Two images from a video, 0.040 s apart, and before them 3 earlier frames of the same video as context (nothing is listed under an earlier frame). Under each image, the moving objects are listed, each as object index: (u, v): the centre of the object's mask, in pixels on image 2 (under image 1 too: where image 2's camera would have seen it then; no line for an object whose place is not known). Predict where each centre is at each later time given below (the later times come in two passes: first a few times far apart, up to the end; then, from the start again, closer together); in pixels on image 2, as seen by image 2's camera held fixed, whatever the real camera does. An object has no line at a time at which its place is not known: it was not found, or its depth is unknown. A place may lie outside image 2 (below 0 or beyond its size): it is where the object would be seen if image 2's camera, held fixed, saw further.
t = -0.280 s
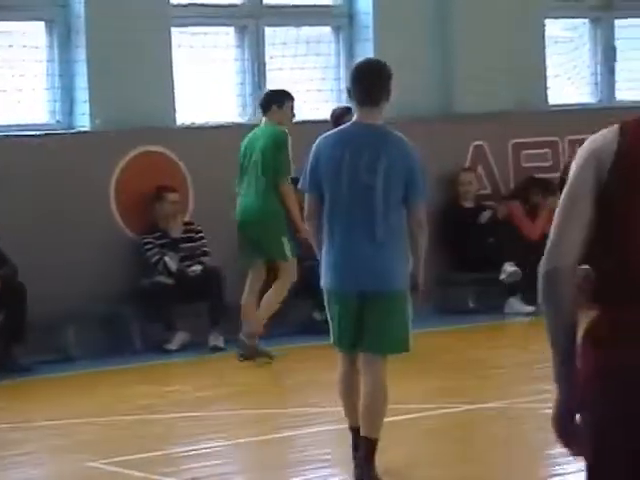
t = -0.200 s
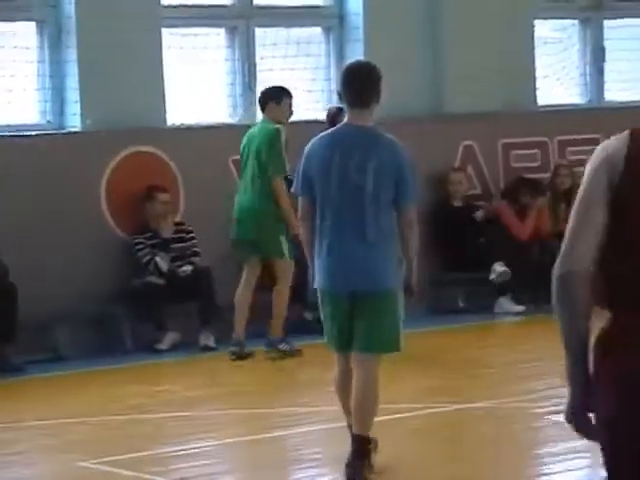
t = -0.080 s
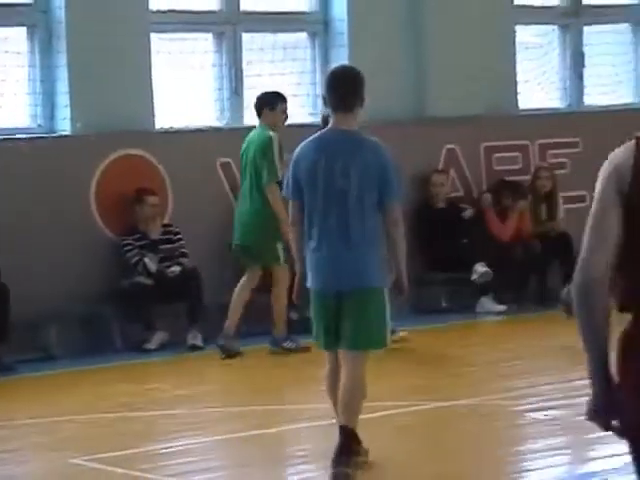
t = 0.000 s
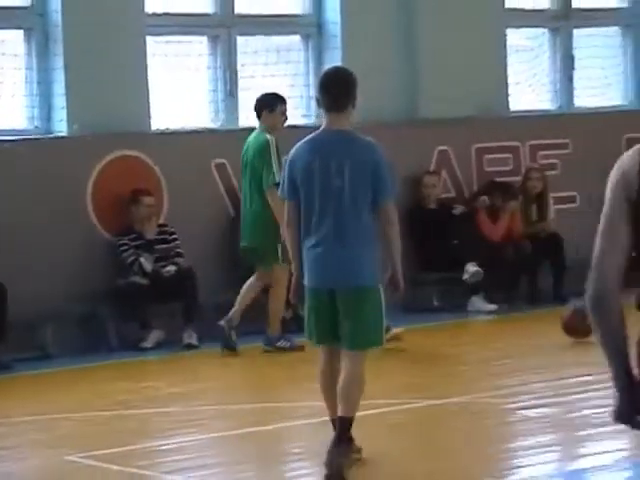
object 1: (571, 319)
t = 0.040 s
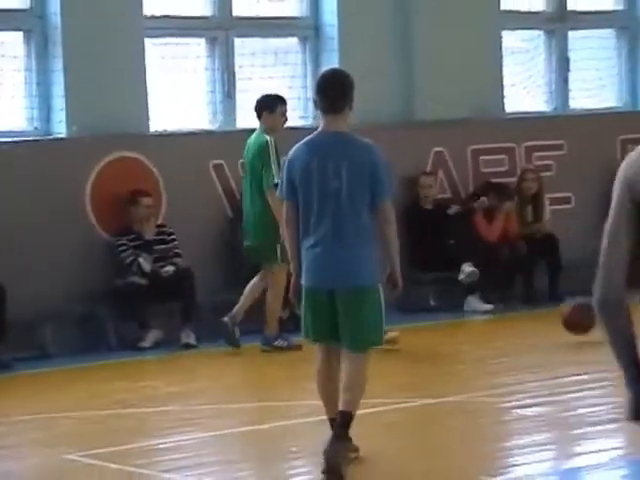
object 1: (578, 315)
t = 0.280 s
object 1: (607, 298)
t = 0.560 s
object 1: (641, 304)
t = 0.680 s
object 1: (656, 311)
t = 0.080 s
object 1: (584, 303)
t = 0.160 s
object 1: (592, 297)
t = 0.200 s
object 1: (597, 295)
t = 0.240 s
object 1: (602, 295)
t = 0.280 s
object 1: (607, 298)
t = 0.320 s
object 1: (613, 304)
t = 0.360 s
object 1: (618, 313)
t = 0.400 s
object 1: (622, 322)
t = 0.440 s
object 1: (629, 319)
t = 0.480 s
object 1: (633, 312)
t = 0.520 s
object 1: (636, 306)
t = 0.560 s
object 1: (641, 304)
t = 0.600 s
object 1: (645, 304)
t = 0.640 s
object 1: (651, 306)
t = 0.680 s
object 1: (656, 311)
